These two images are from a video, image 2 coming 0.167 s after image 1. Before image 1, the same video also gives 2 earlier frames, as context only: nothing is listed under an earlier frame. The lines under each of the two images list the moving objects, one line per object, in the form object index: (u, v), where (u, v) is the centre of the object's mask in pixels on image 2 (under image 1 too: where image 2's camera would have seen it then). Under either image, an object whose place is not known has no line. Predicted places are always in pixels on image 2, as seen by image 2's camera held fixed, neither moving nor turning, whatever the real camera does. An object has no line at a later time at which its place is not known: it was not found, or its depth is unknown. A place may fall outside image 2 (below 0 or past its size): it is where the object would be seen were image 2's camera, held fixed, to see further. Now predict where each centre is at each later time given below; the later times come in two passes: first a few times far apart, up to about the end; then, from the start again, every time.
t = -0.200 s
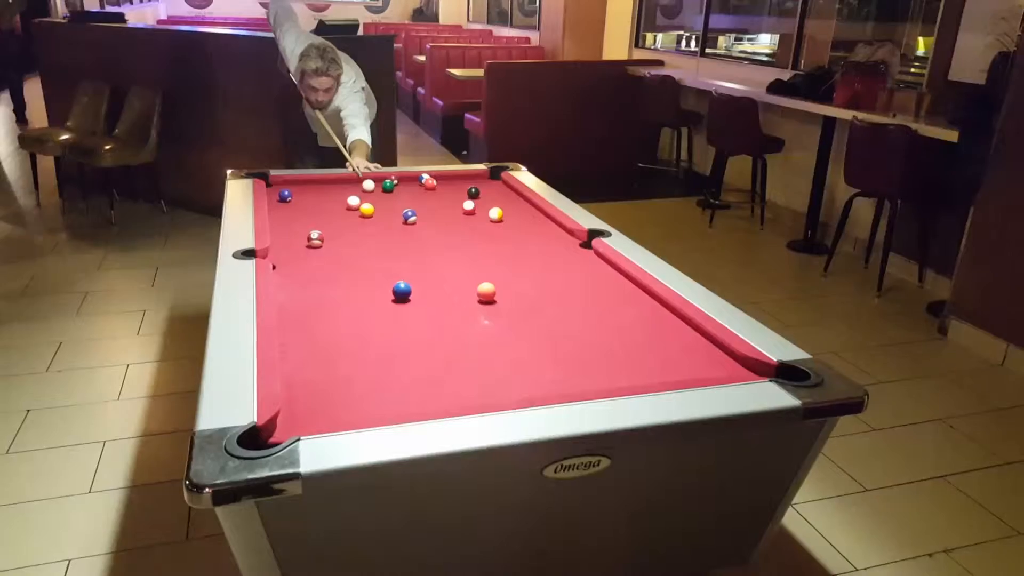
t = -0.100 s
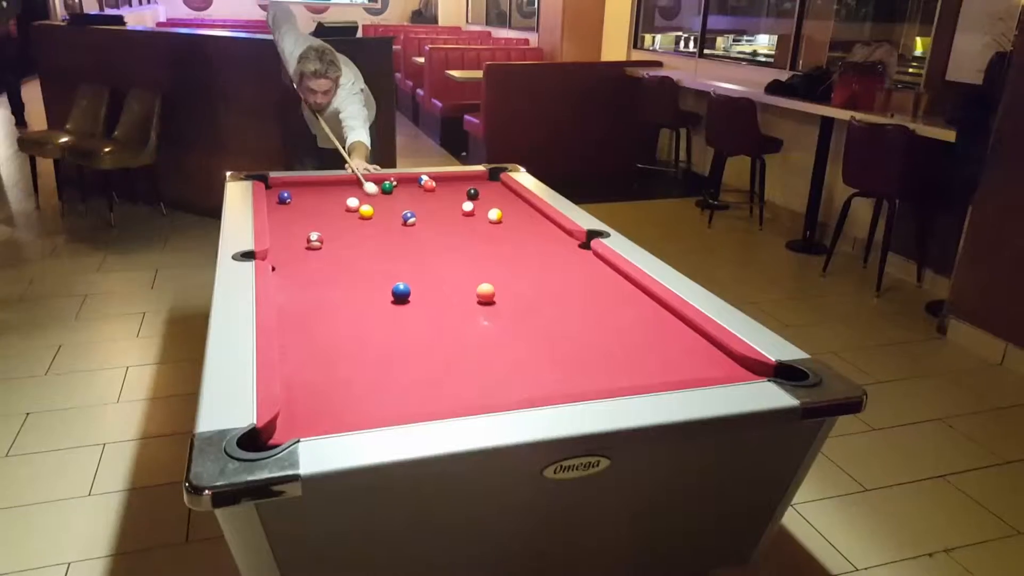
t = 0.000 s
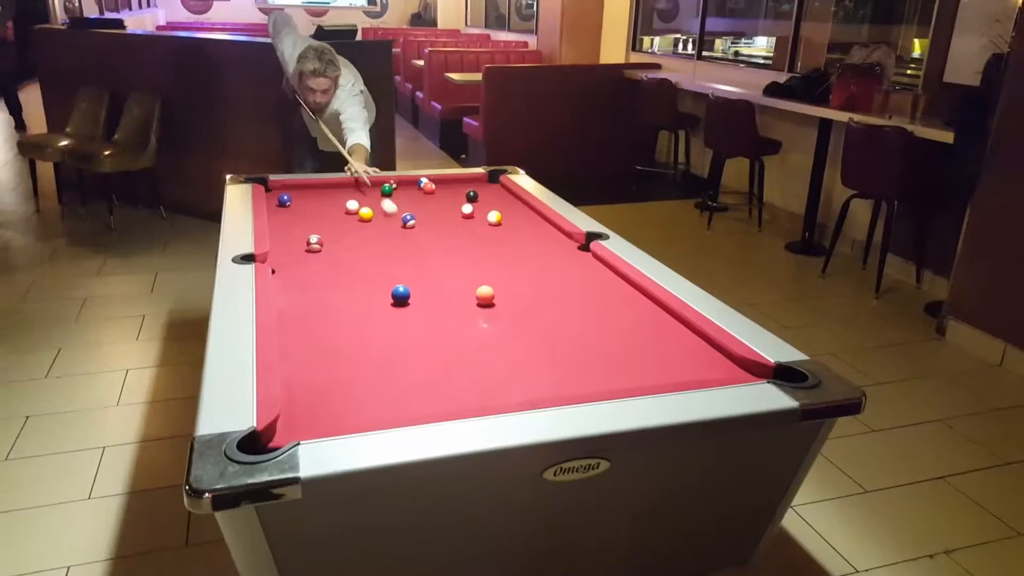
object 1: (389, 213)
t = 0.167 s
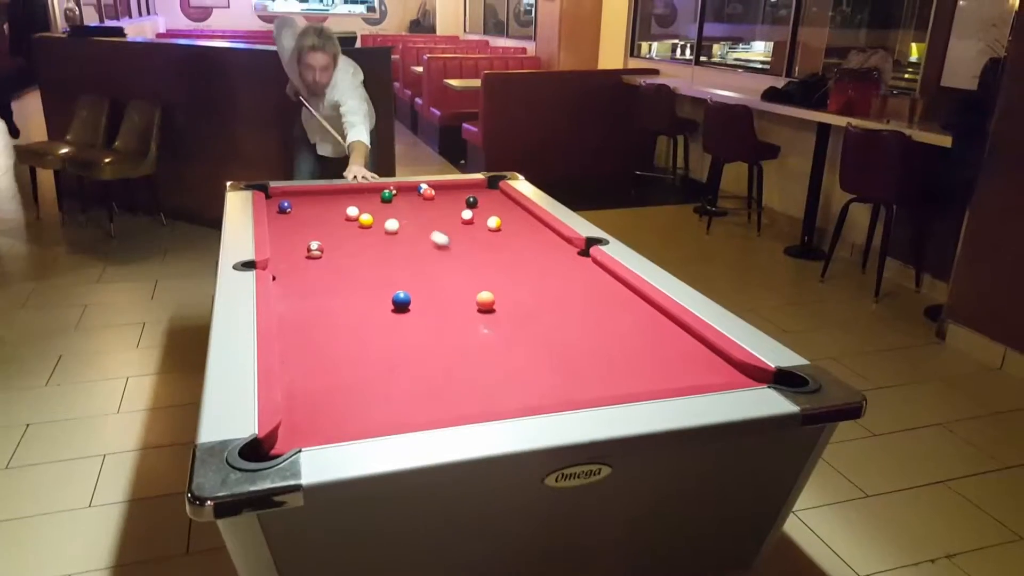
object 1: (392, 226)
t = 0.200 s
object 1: (389, 227)
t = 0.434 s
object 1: (374, 234)
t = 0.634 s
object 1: (361, 240)
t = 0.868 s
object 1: (347, 247)
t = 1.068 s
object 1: (335, 252)
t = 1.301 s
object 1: (322, 259)
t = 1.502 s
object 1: (312, 264)
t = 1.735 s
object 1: (301, 269)
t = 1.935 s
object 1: (293, 273)
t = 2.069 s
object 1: (289, 275)
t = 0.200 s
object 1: (389, 227)
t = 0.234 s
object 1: (387, 228)
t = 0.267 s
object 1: (385, 229)
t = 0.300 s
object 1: (383, 230)
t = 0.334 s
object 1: (381, 231)
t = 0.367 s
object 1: (378, 232)
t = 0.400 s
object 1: (376, 233)
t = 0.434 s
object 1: (374, 234)
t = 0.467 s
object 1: (372, 235)
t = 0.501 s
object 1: (370, 236)
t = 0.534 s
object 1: (367, 237)
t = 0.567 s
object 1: (365, 238)
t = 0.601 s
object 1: (363, 239)
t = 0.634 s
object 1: (361, 240)
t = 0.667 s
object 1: (359, 241)
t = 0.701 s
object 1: (357, 242)
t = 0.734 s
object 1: (355, 243)
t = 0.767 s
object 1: (353, 244)
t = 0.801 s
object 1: (351, 245)
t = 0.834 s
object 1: (349, 246)
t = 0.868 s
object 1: (347, 247)
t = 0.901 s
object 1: (345, 248)
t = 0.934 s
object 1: (343, 249)
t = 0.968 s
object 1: (341, 250)
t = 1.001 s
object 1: (339, 250)
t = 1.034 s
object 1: (337, 251)
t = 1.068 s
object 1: (335, 252)
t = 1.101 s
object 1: (333, 253)
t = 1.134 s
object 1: (331, 254)
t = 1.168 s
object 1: (330, 255)
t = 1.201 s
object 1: (328, 256)
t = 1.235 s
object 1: (326, 257)
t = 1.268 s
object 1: (324, 258)
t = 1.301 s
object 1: (322, 259)
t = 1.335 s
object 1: (321, 260)
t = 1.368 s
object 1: (319, 261)
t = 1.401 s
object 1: (317, 261)
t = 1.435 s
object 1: (315, 262)
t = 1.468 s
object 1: (314, 263)
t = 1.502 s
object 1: (312, 264)
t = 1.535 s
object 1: (310, 265)
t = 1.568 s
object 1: (309, 266)
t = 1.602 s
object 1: (307, 266)
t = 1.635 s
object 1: (306, 267)
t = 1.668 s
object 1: (304, 268)
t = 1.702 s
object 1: (303, 268)
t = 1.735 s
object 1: (301, 269)
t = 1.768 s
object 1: (300, 270)
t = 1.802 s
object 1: (298, 270)
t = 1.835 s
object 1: (297, 271)
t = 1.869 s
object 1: (296, 272)
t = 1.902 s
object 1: (294, 272)
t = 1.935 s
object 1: (293, 273)
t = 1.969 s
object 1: (292, 273)
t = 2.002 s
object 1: (291, 274)
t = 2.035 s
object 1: (290, 274)
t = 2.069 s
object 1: (289, 275)
